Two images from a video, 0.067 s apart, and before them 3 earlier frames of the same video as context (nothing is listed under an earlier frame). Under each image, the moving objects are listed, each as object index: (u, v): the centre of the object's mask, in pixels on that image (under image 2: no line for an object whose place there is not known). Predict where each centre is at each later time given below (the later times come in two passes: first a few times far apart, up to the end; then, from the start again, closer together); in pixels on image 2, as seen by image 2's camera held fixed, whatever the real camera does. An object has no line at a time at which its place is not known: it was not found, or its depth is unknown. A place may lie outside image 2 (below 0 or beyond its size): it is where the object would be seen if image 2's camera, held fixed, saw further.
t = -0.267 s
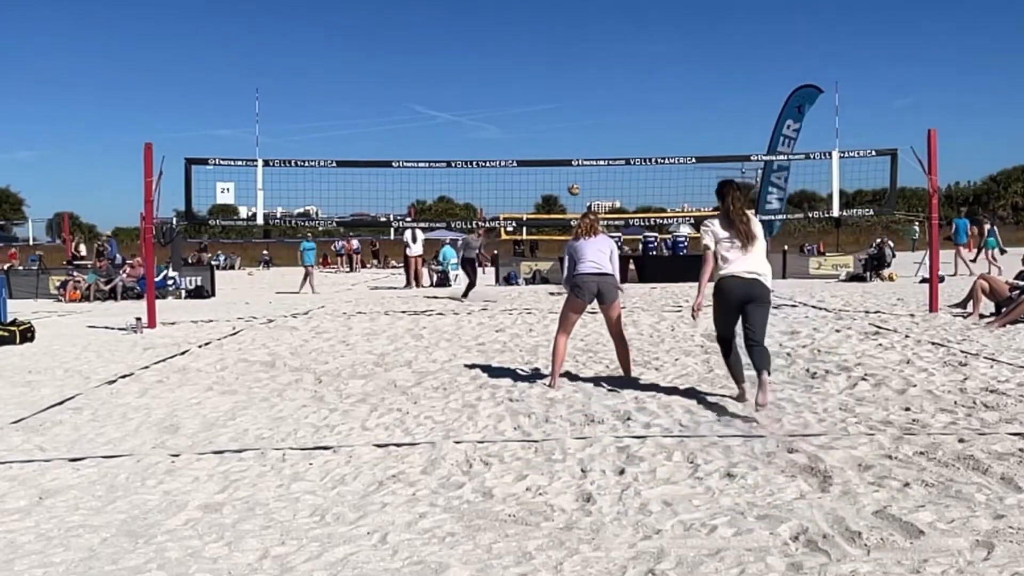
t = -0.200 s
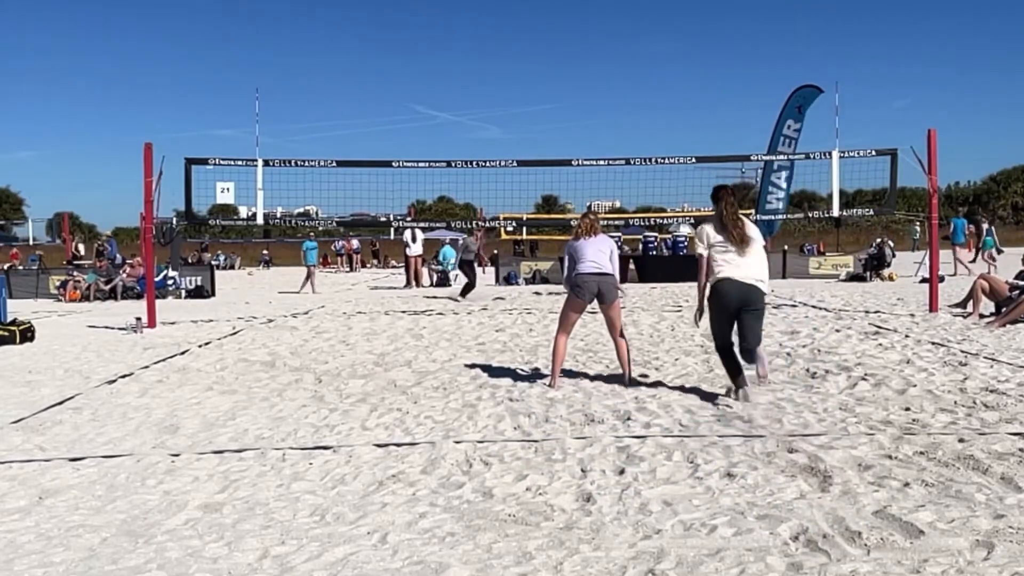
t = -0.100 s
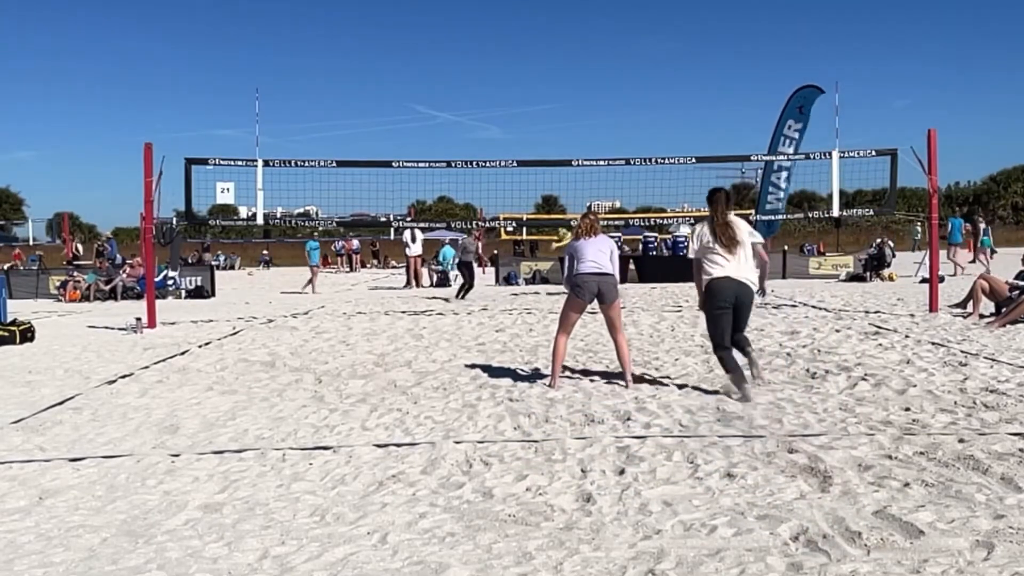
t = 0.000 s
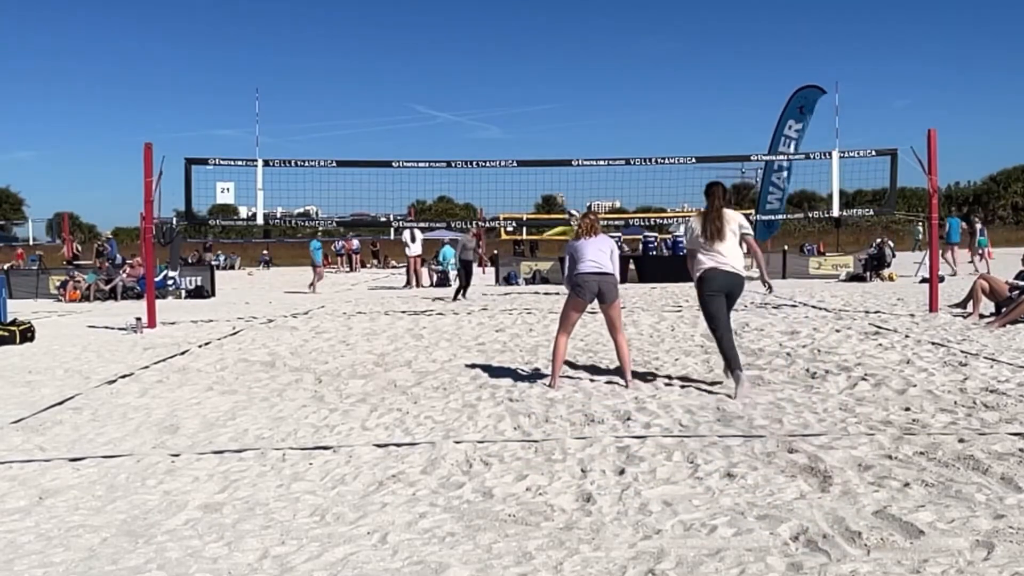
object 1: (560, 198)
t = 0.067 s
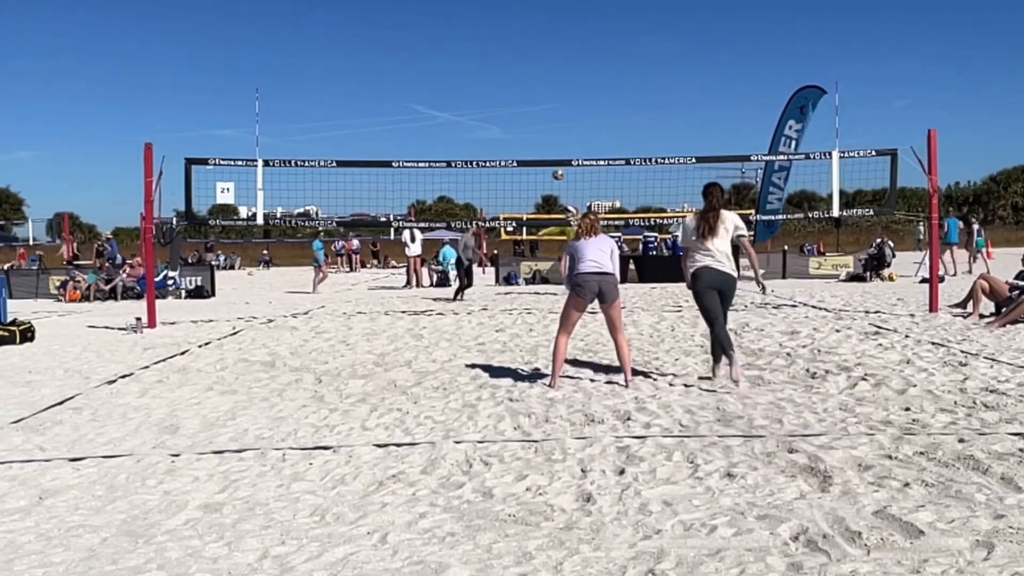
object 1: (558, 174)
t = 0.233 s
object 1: (555, 121)
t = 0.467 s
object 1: (553, 69)
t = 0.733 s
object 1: (552, 44)
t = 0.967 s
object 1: (551, 53)
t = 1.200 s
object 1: (552, 94)
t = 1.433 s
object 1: (553, 171)
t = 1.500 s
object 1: (553, 197)
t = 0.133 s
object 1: (557, 151)
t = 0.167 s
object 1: (556, 141)
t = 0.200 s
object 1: (556, 131)
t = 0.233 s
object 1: (555, 121)
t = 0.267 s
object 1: (555, 112)
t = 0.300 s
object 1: (555, 104)
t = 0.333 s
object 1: (554, 95)
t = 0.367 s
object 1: (554, 88)
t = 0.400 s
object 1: (554, 82)
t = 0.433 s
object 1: (554, 75)
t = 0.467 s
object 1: (553, 69)
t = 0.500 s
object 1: (553, 64)
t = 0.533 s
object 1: (553, 59)
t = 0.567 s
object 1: (552, 57)
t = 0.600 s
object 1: (552, 54)
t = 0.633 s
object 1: (552, 50)
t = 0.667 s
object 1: (552, 48)
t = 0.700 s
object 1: (552, 46)
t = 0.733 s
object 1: (552, 44)
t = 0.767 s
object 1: (552, 44)
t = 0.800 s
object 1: (552, 44)
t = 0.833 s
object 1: (552, 44)
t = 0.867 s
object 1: (552, 45)
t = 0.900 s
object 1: (552, 48)
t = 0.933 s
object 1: (552, 49)
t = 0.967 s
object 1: (551, 53)
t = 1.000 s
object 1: (551, 56)
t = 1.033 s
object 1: (551, 61)
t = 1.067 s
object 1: (552, 67)
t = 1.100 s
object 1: (552, 72)
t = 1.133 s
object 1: (552, 79)
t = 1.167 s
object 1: (552, 86)
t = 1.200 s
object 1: (552, 94)
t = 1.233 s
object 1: (552, 103)
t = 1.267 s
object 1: (552, 112)
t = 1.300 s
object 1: (552, 122)
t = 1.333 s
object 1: (552, 133)
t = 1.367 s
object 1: (553, 144)
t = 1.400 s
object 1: (552, 155)
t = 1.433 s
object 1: (553, 171)
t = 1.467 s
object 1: (553, 185)
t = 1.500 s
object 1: (553, 197)
